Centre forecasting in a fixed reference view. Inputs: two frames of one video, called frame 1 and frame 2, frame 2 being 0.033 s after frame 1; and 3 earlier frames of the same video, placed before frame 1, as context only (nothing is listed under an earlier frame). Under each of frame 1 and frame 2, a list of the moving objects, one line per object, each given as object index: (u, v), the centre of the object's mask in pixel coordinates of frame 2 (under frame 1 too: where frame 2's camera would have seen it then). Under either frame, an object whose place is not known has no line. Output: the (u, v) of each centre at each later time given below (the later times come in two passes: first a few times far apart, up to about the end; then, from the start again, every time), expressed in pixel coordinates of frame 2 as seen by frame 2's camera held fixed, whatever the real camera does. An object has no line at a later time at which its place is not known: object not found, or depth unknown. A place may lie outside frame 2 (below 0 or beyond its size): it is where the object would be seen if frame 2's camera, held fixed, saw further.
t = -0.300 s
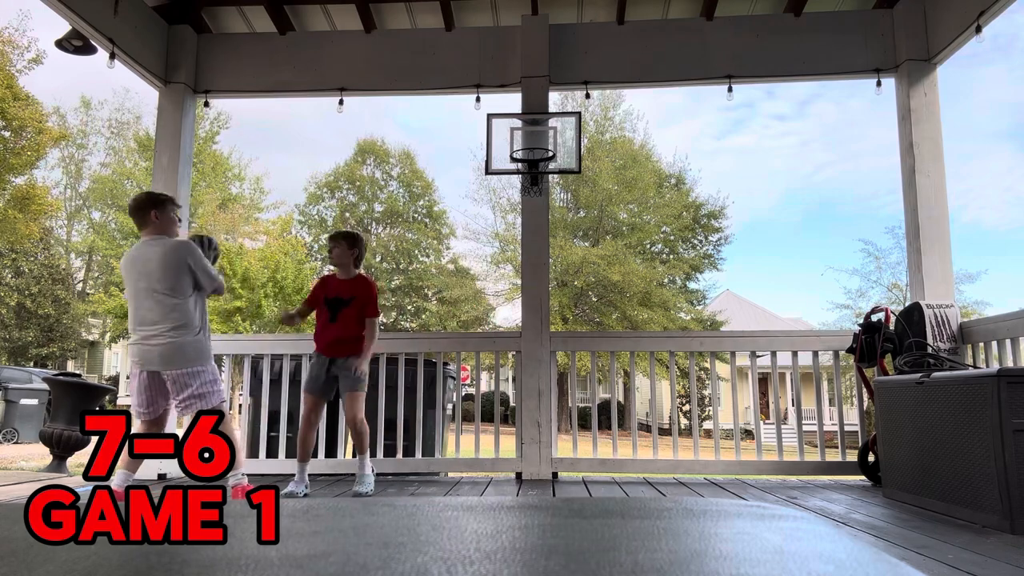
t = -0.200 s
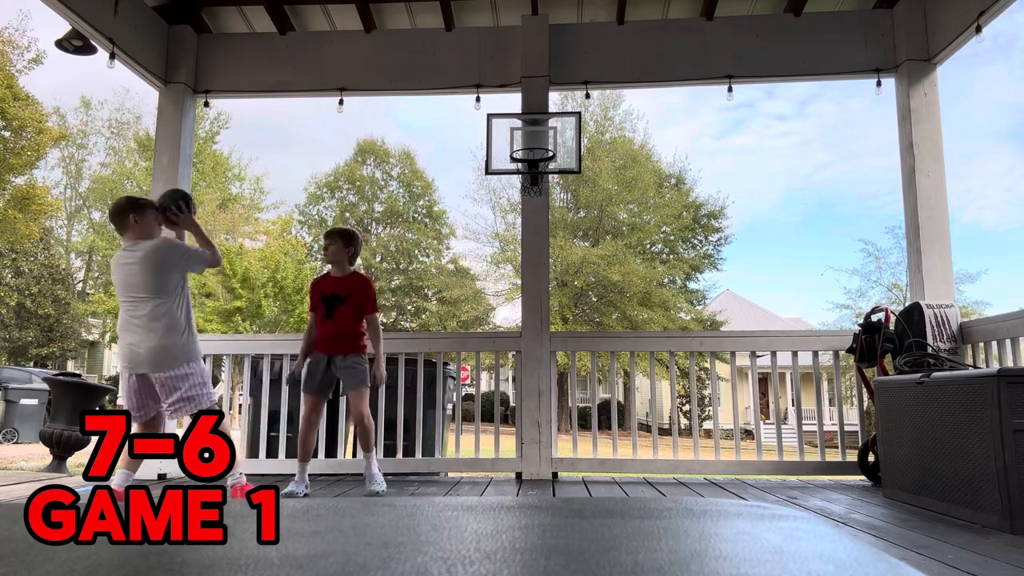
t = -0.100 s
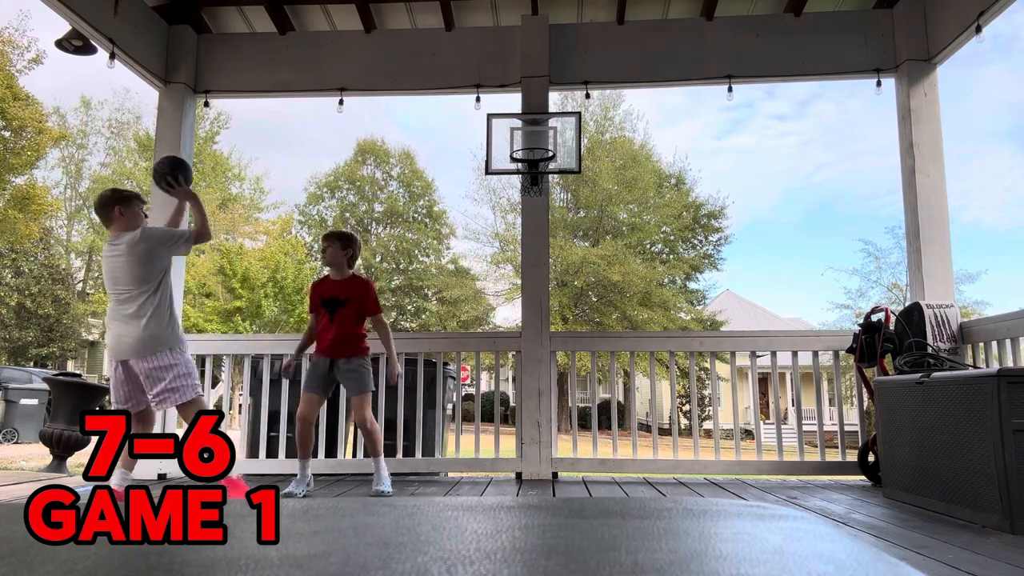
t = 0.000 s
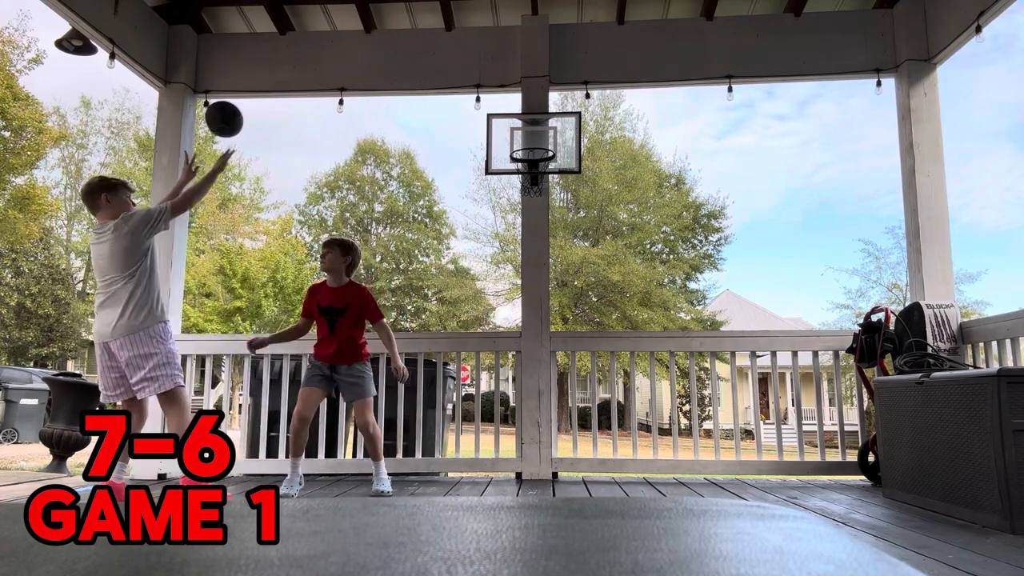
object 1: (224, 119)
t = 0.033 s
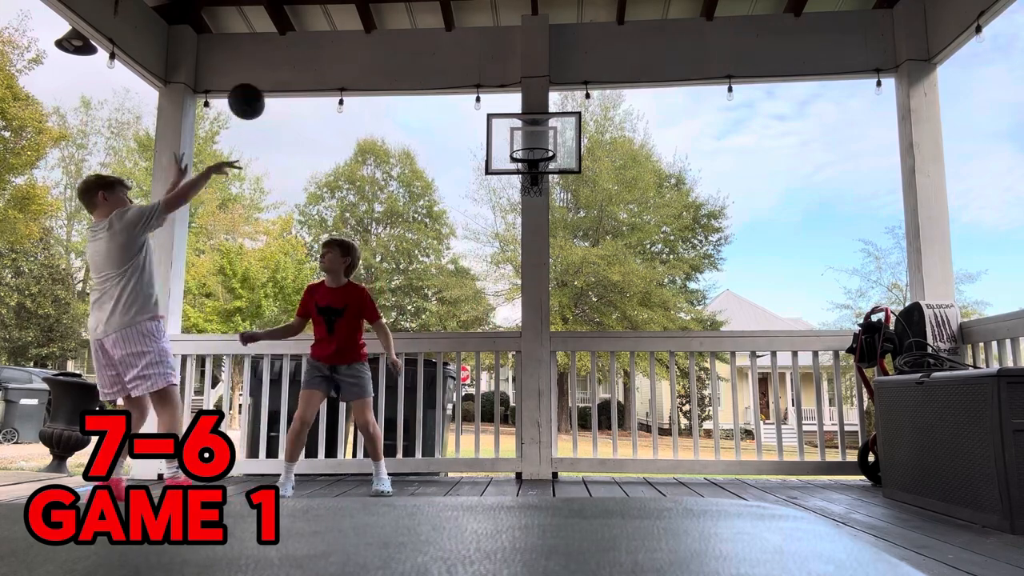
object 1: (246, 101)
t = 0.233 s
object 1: (364, 49)
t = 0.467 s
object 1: (478, 77)
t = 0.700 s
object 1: (568, 147)
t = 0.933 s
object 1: (646, 245)
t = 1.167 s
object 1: (738, 457)
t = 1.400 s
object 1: (778, 296)
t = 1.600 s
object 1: (809, 197)
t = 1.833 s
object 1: (855, 178)
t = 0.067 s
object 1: (267, 87)
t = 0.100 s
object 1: (288, 74)
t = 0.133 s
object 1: (308, 65)
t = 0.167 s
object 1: (327, 57)
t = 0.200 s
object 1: (346, 52)
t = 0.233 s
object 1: (364, 49)
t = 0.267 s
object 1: (381, 47)
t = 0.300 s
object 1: (398, 48)
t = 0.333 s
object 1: (415, 51)
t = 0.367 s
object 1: (431, 55)
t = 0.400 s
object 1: (447, 61)
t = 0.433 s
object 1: (463, 69)
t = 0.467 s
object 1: (478, 77)
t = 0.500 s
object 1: (494, 88)
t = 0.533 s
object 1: (508, 100)
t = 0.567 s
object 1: (523, 114)
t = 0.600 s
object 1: (536, 130)
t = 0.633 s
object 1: (547, 136)
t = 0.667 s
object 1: (558, 141)
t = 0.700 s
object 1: (568, 147)
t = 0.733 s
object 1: (578, 155)
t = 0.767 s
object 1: (589, 165)
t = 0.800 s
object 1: (600, 177)
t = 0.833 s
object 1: (611, 191)
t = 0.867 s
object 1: (622, 207)
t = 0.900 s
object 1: (634, 225)
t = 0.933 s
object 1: (646, 245)
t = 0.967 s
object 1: (658, 267)
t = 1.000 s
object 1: (671, 292)
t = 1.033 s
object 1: (684, 320)
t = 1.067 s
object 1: (697, 350)
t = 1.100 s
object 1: (710, 383)
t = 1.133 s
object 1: (724, 419)
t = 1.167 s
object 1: (738, 457)
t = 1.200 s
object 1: (749, 478)
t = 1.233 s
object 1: (753, 441)
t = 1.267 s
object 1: (758, 407)
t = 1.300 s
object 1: (762, 376)
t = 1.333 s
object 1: (768, 346)
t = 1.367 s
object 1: (773, 321)
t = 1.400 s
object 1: (778, 296)
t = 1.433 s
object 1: (783, 274)
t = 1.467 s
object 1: (788, 255)
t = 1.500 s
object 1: (793, 237)
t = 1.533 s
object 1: (798, 222)
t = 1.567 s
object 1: (804, 208)
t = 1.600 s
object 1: (809, 197)
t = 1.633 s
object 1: (815, 188)
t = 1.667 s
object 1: (821, 181)
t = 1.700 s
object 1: (828, 176)
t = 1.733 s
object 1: (834, 173)
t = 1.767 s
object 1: (841, 173)
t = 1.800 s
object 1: (848, 174)
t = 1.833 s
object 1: (855, 178)
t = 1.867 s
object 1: (862, 184)
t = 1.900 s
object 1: (869, 193)
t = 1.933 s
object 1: (877, 203)
